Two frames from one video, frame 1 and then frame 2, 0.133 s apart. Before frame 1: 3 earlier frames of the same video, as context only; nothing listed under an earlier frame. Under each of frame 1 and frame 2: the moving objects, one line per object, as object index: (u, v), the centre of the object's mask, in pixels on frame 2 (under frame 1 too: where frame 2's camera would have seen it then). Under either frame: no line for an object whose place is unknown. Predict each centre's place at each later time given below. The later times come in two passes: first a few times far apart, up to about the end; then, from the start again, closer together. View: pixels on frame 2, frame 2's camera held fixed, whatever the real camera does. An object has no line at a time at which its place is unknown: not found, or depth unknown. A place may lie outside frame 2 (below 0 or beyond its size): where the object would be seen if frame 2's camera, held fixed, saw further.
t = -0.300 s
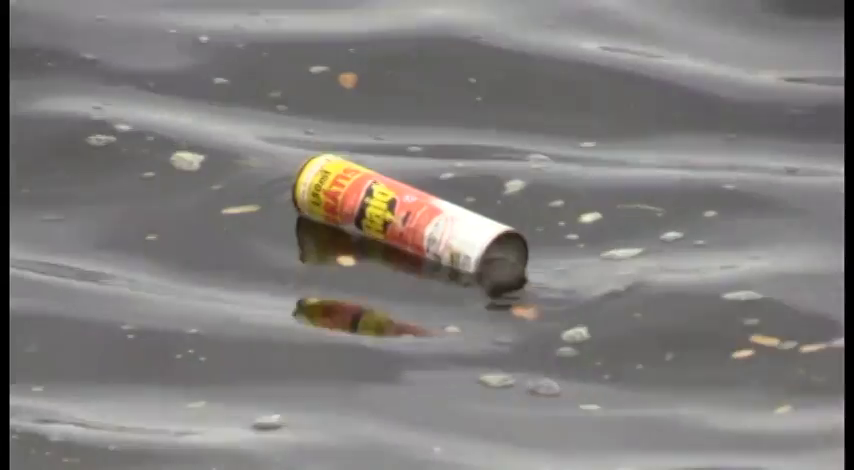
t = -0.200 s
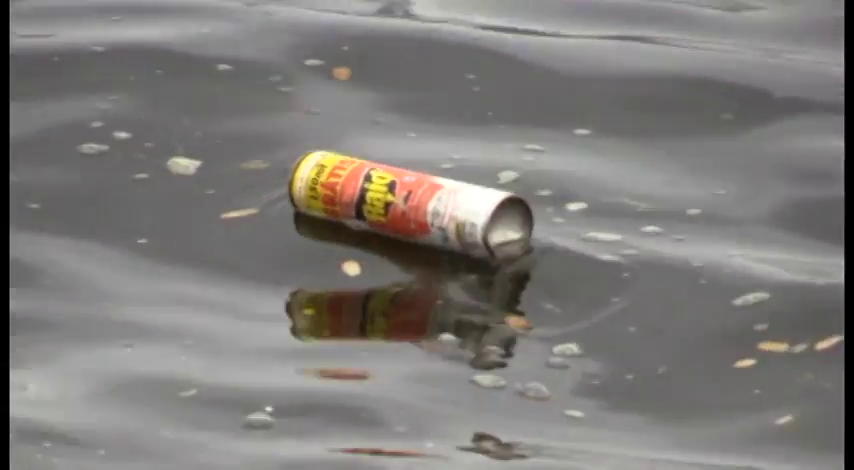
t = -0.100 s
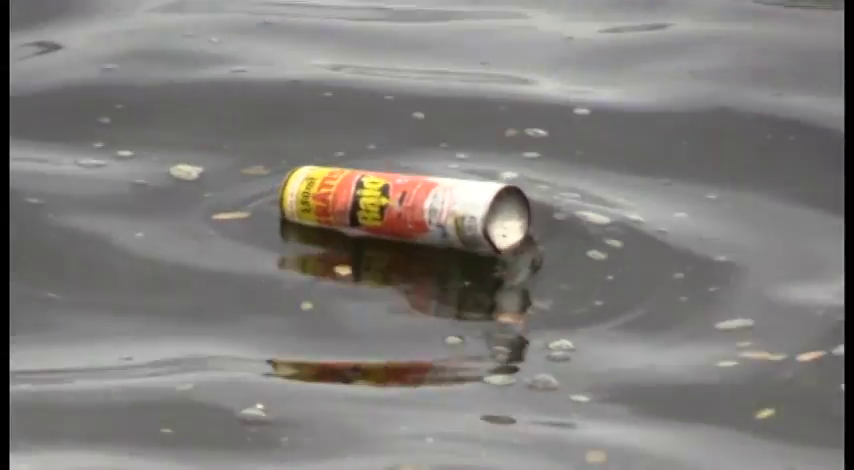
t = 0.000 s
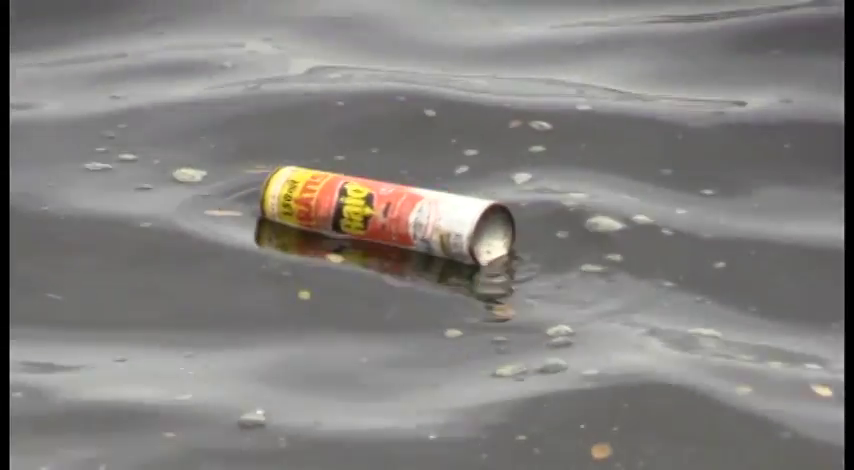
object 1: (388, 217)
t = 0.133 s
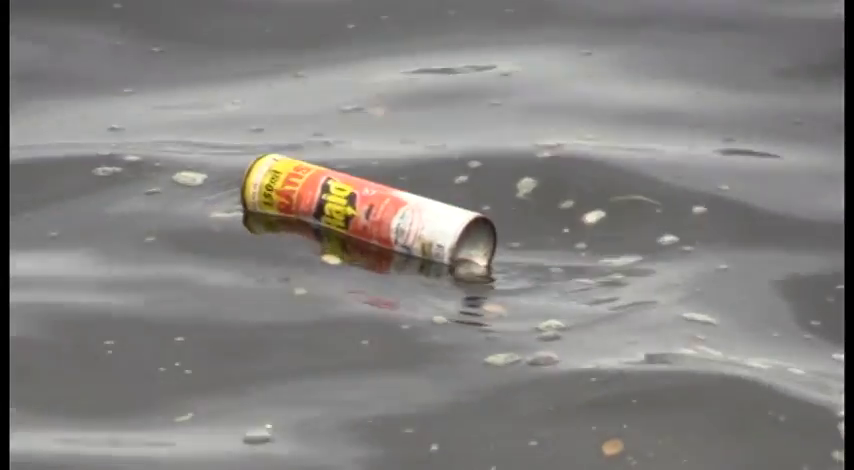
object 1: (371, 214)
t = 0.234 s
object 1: (363, 210)
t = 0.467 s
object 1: (365, 228)
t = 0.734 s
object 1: (347, 211)
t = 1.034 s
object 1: (362, 196)
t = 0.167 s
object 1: (364, 208)
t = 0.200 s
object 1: (362, 208)
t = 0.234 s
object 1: (363, 210)
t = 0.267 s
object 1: (365, 216)
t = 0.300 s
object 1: (366, 222)
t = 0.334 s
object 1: (369, 225)
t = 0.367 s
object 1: (369, 218)
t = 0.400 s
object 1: (369, 223)
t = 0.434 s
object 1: (368, 224)
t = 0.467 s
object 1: (365, 228)
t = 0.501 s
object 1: (360, 228)
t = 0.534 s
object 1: (357, 227)
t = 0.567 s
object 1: (351, 226)
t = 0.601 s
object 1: (347, 223)
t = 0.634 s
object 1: (345, 221)
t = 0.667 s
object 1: (345, 217)
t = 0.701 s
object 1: (346, 215)
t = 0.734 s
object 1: (347, 211)
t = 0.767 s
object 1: (349, 209)
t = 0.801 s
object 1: (352, 209)
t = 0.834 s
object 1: (353, 207)
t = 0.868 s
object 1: (355, 202)
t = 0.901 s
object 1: (356, 198)
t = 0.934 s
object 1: (355, 196)
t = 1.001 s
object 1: (359, 196)
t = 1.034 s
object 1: (362, 196)
